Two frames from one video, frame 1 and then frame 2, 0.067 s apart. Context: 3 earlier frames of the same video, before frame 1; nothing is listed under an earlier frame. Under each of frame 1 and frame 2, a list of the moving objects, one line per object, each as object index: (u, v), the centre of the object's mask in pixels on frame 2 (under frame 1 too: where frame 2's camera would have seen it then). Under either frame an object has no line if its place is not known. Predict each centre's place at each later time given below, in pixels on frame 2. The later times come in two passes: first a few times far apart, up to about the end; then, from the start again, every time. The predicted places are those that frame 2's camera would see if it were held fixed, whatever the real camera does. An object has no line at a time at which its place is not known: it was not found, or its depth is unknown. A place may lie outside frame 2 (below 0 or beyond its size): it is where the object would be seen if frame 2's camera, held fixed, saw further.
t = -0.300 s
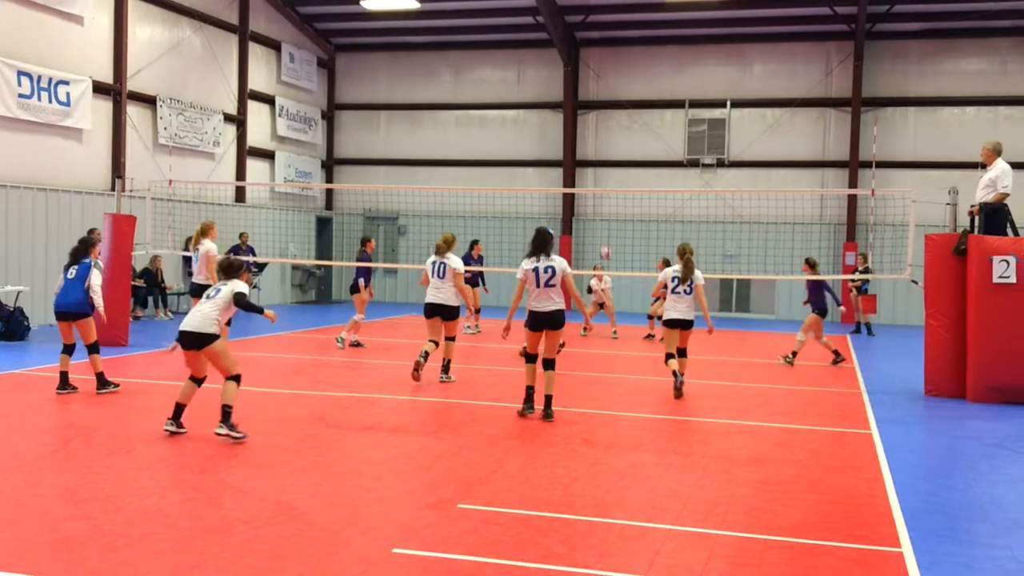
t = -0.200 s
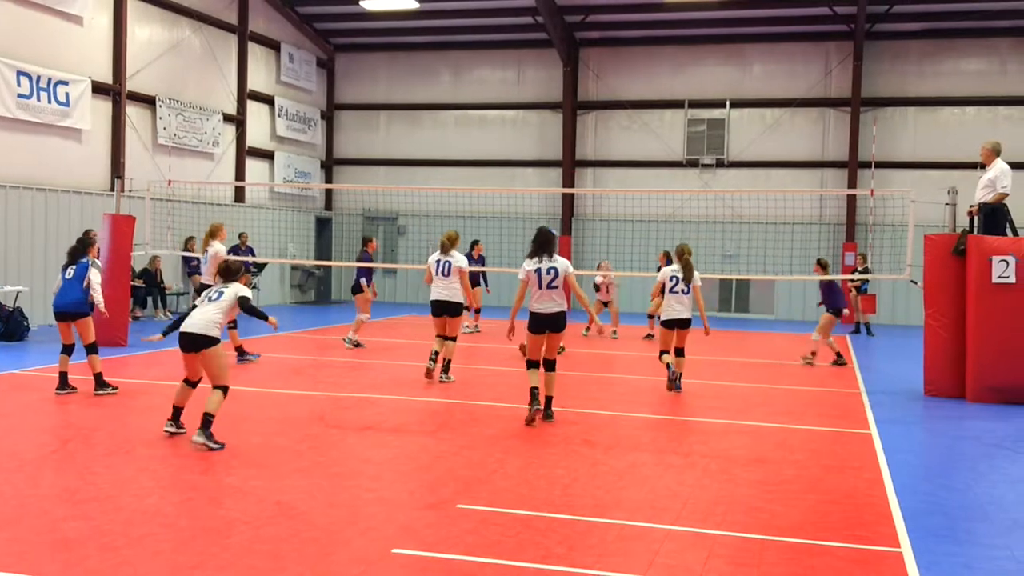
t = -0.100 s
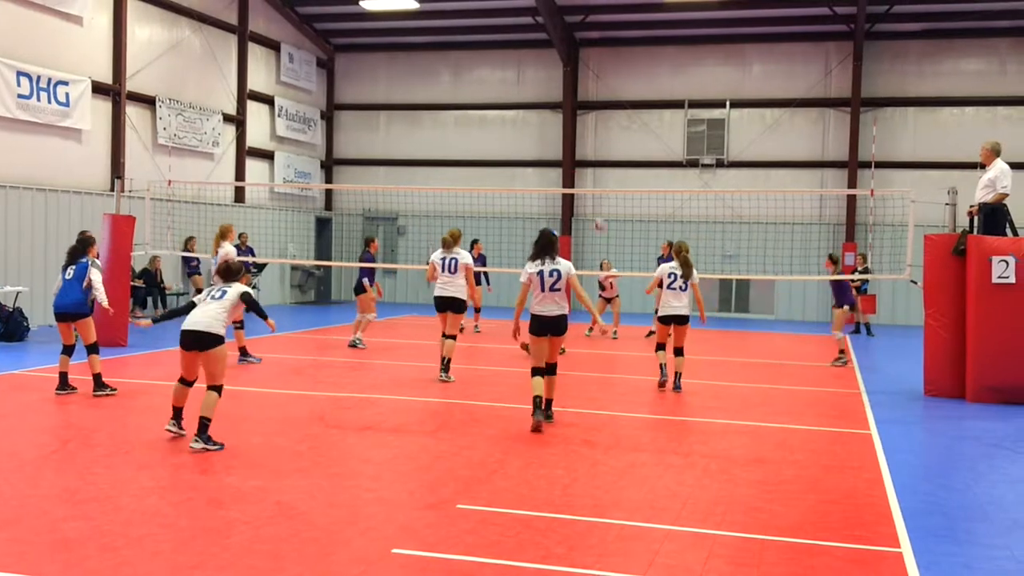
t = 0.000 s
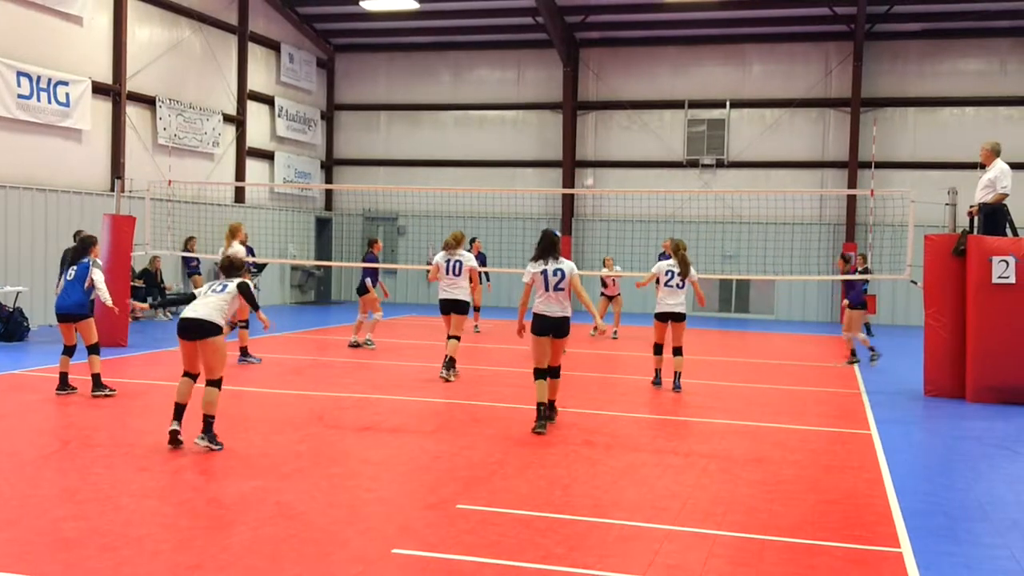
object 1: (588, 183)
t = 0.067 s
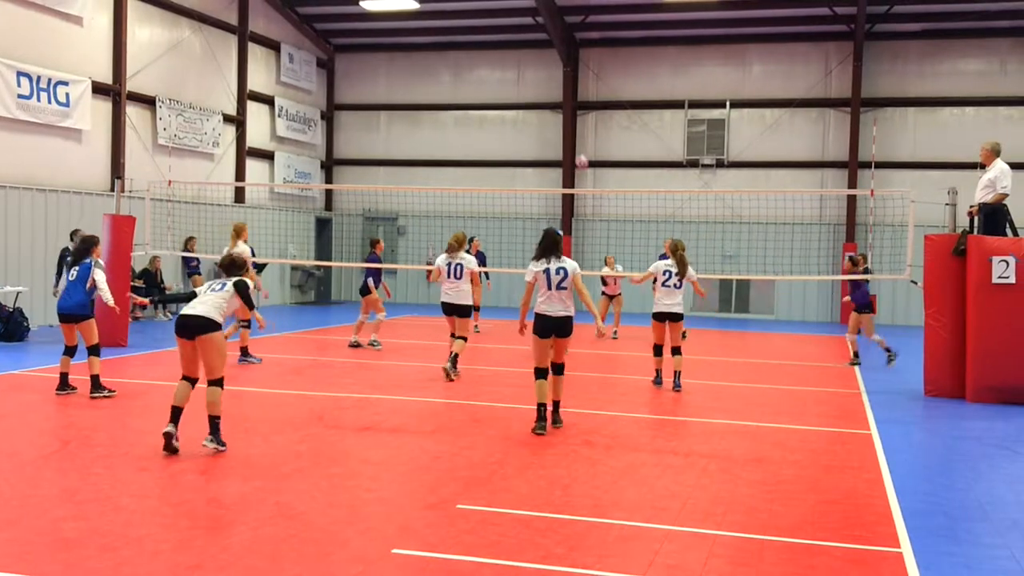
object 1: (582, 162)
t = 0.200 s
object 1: (567, 123)
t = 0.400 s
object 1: (544, 83)
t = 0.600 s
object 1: (519, 67)
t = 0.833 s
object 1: (489, 79)
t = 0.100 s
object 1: (577, 149)
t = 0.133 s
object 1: (573, 140)
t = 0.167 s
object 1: (570, 131)
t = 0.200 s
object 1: (567, 123)
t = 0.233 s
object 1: (564, 114)
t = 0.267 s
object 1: (559, 107)
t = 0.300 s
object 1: (555, 100)
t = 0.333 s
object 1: (550, 93)
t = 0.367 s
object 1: (547, 88)
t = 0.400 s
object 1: (544, 83)
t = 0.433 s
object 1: (540, 78)
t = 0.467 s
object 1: (535, 75)
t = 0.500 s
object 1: (531, 72)
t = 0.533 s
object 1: (527, 70)
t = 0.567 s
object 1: (523, 68)
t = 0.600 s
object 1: (519, 67)
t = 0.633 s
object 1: (515, 66)
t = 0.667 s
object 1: (510, 66)
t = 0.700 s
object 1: (507, 67)
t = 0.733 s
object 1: (502, 70)
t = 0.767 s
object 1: (498, 72)
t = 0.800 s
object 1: (494, 75)
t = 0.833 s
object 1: (489, 79)
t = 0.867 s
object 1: (485, 83)
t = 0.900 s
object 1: (481, 89)
